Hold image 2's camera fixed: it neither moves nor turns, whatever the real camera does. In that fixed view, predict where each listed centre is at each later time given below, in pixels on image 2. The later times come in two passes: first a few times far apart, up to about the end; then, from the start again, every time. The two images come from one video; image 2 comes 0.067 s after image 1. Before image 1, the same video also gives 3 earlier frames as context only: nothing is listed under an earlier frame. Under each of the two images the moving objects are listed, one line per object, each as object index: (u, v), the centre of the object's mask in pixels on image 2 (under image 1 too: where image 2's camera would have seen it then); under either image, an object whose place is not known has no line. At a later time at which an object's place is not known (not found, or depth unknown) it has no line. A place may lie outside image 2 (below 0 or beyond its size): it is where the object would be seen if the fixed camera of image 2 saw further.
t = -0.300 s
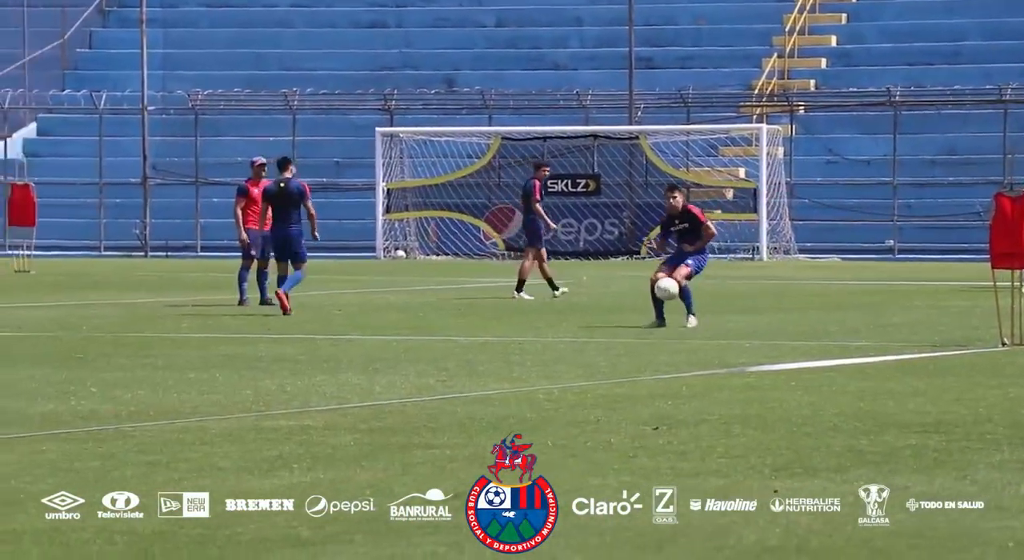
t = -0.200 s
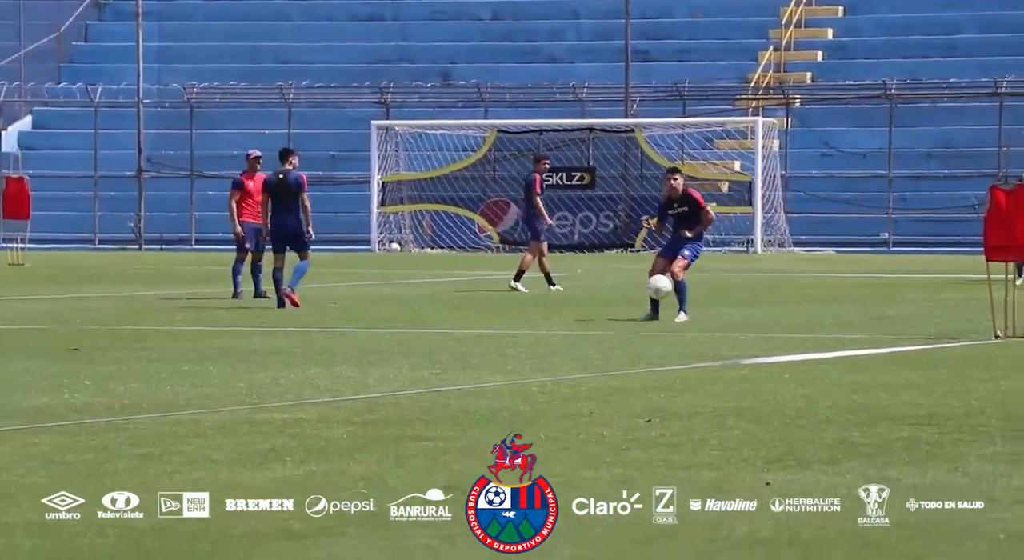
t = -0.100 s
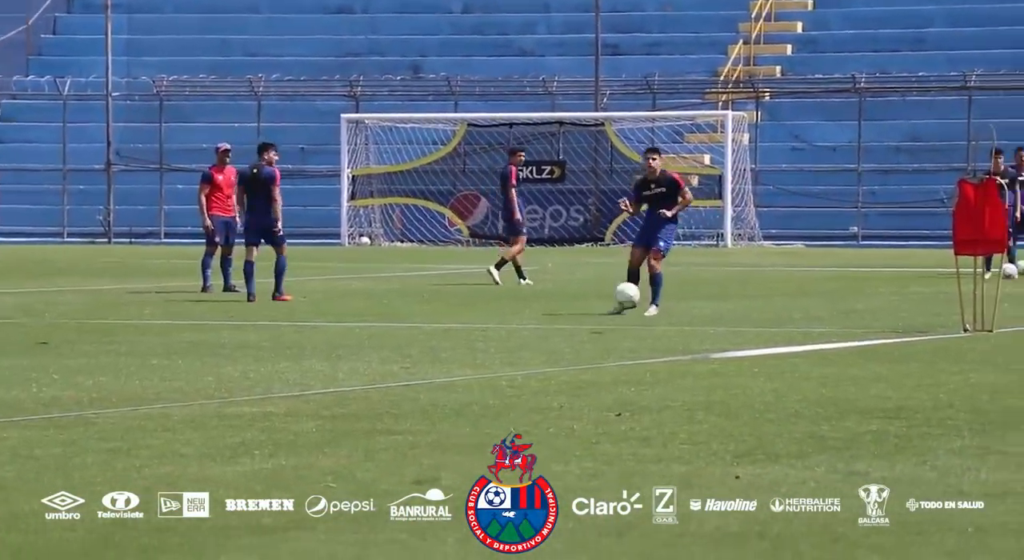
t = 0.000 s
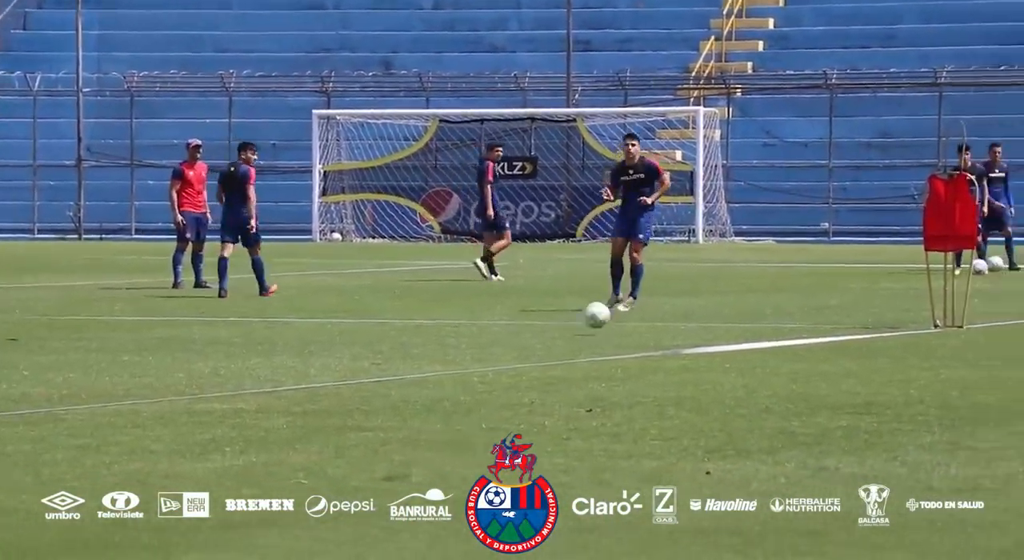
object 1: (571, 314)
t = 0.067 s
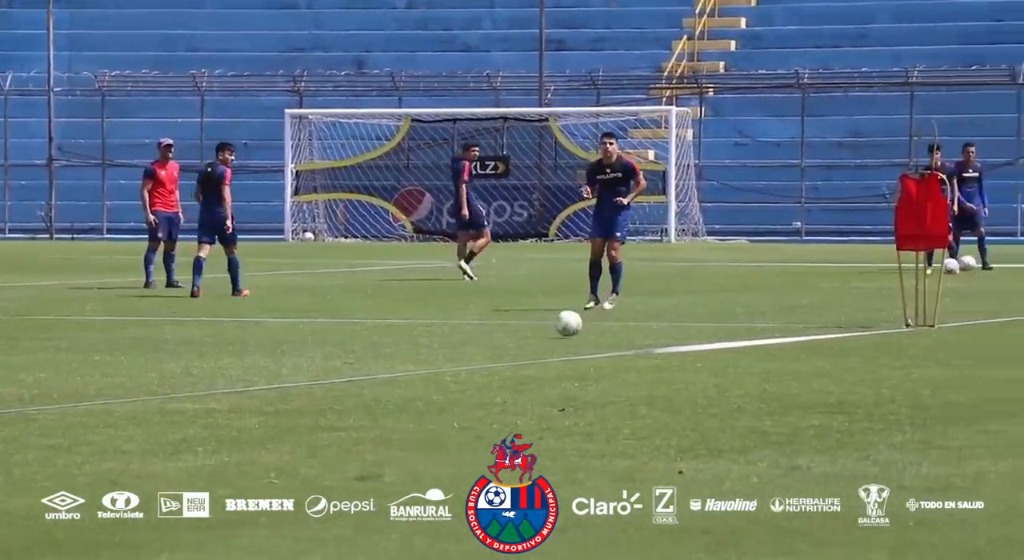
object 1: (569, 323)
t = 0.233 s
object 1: (563, 308)
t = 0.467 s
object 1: (563, 335)
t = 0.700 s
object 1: (559, 348)
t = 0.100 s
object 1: (568, 317)
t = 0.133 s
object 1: (566, 311)
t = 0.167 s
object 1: (565, 306)
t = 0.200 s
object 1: (564, 305)
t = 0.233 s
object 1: (563, 308)
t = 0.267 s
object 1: (563, 309)
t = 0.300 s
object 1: (562, 313)
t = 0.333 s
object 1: (563, 320)
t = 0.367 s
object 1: (563, 329)
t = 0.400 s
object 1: (563, 338)
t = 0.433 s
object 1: (564, 339)
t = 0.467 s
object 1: (563, 335)
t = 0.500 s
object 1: (562, 333)
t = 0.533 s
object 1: (561, 333)
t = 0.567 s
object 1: (561, 336)
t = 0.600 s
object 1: (562, 339)
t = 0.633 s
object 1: (561, 345)
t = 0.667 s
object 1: (560, 349)
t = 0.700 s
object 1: (559, 348)
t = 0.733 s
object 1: (558, 346)
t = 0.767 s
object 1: (557, 347)
